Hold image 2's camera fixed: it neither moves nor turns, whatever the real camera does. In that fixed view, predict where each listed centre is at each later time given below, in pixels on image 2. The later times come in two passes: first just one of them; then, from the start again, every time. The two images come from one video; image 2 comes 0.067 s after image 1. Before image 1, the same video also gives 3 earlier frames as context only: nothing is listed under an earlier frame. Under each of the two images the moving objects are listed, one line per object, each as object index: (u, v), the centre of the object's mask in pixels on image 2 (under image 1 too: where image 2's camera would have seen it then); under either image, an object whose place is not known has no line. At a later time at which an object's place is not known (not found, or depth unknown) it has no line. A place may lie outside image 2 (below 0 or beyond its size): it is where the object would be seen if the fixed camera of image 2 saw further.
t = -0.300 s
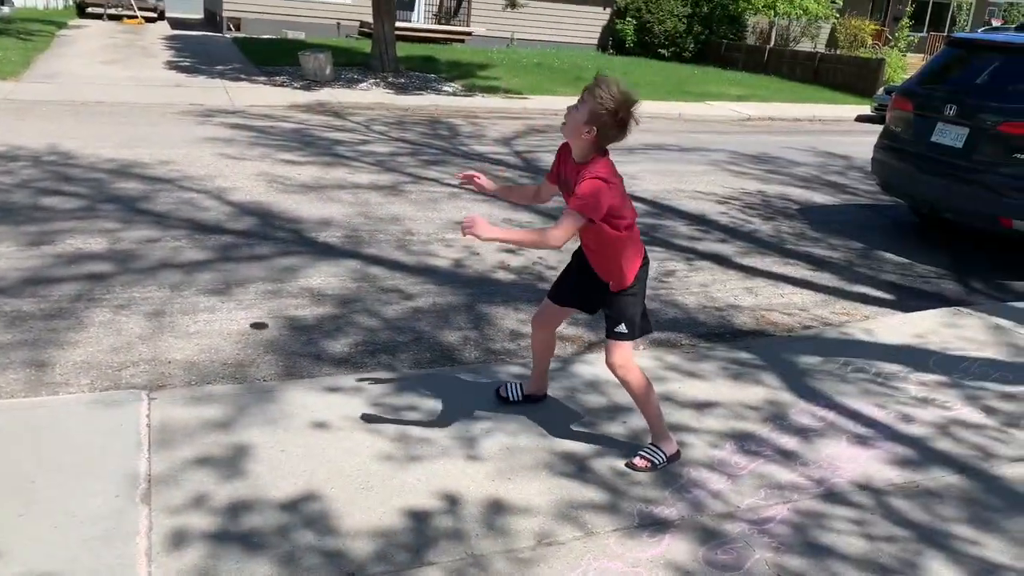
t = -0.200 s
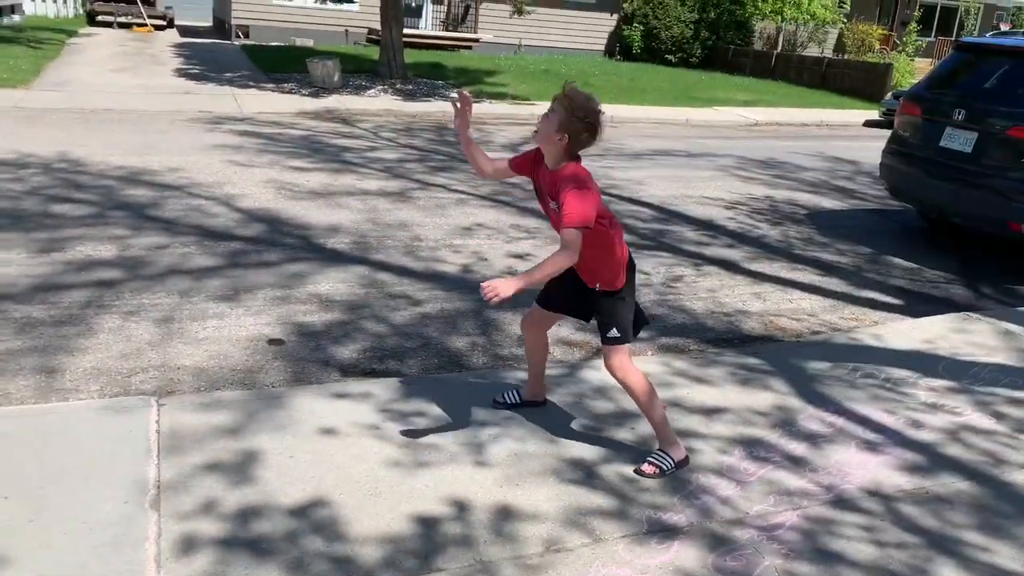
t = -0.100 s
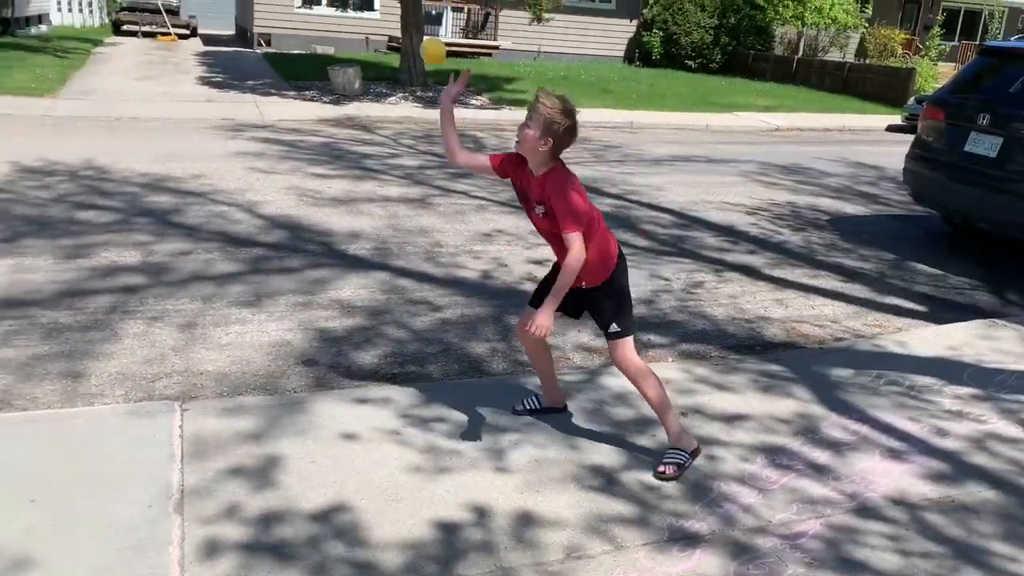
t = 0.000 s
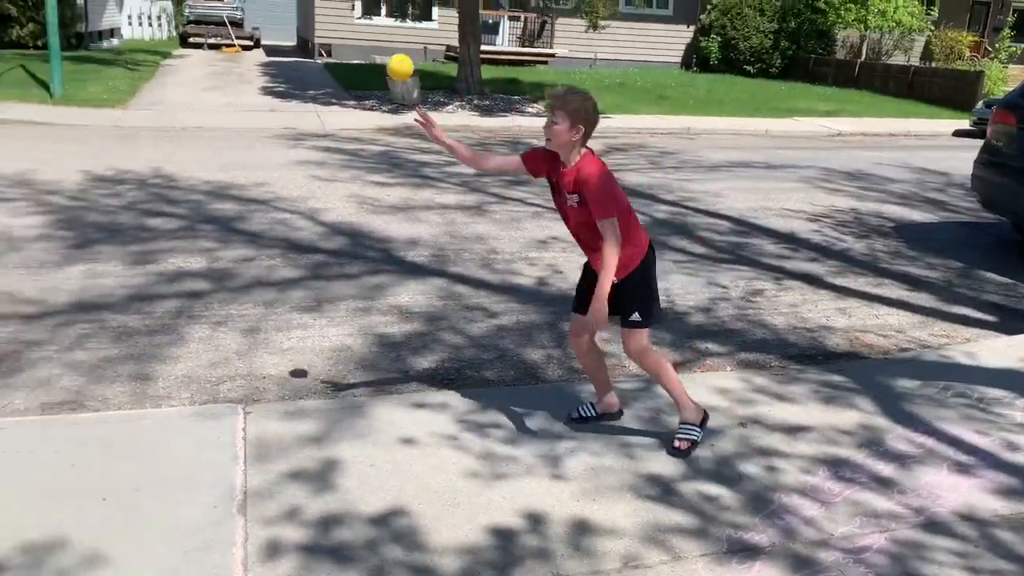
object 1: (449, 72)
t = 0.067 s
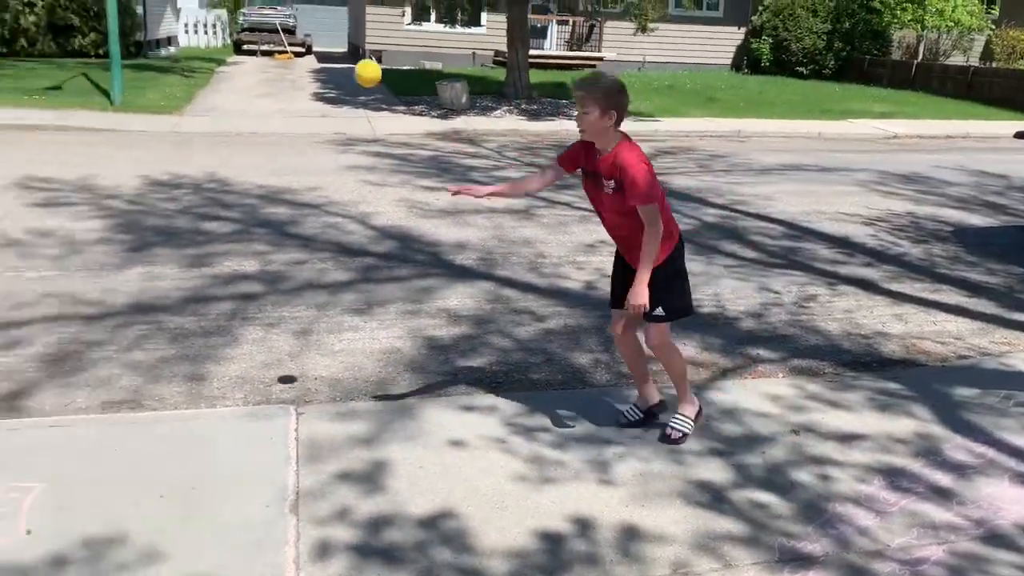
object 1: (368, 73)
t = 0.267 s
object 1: (116, 150)
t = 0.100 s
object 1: (327, 77)
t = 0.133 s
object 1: (285, 85)
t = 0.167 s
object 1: (243, 97)
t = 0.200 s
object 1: (200, 111)
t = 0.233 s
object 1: (158, 129)
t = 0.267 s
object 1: (116, 150)
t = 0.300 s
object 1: (73, 175)
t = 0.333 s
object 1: (30, 203)
